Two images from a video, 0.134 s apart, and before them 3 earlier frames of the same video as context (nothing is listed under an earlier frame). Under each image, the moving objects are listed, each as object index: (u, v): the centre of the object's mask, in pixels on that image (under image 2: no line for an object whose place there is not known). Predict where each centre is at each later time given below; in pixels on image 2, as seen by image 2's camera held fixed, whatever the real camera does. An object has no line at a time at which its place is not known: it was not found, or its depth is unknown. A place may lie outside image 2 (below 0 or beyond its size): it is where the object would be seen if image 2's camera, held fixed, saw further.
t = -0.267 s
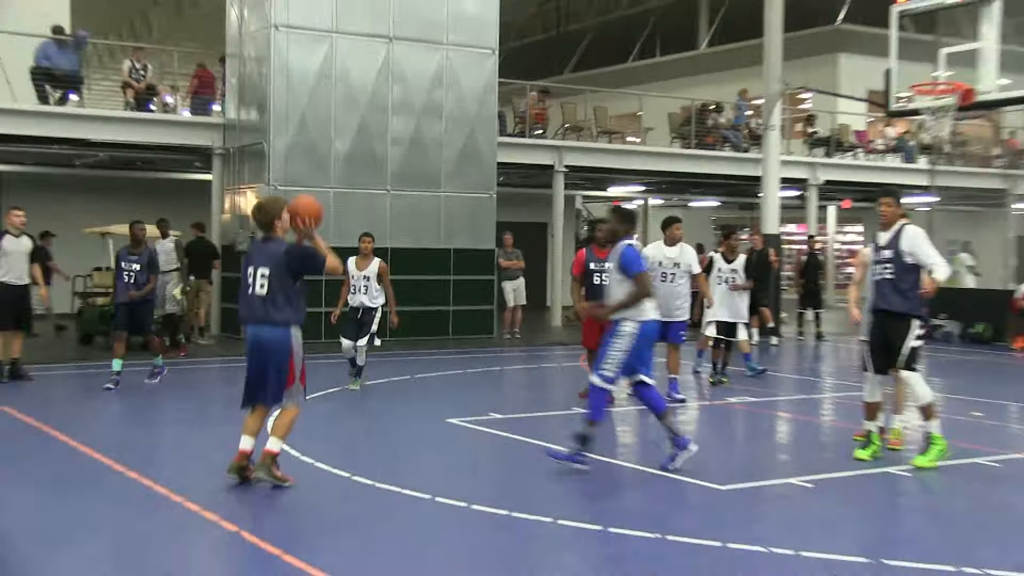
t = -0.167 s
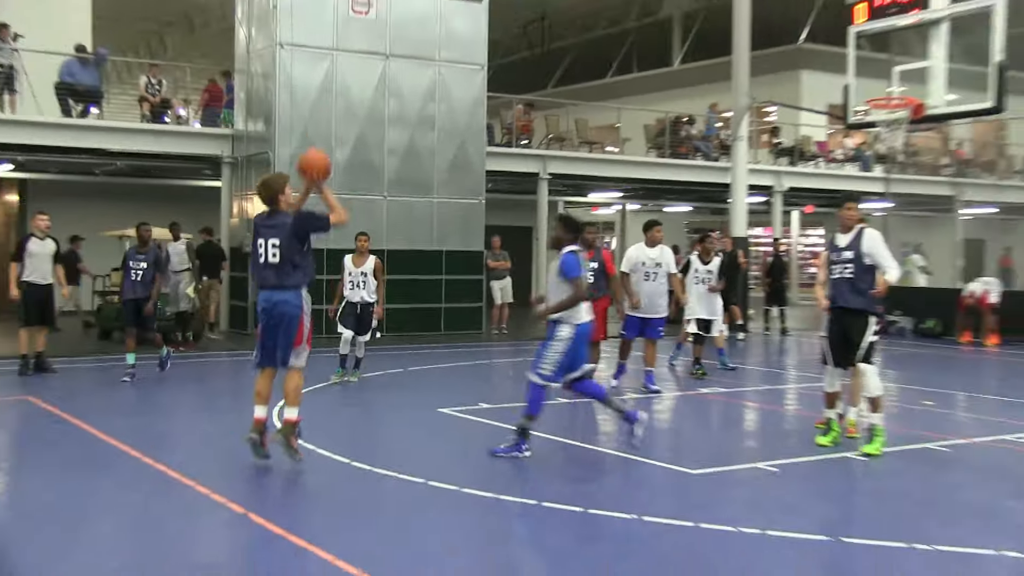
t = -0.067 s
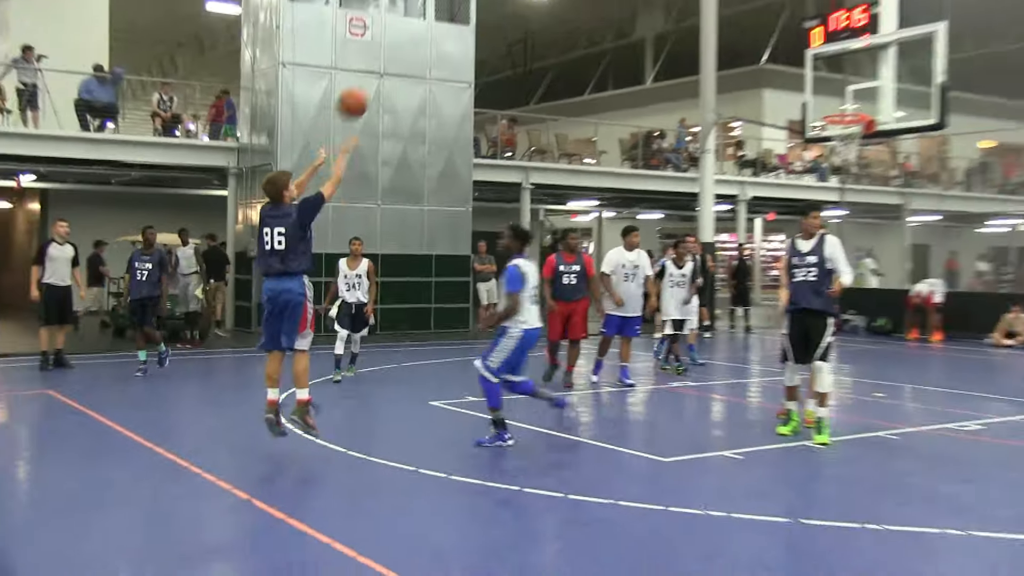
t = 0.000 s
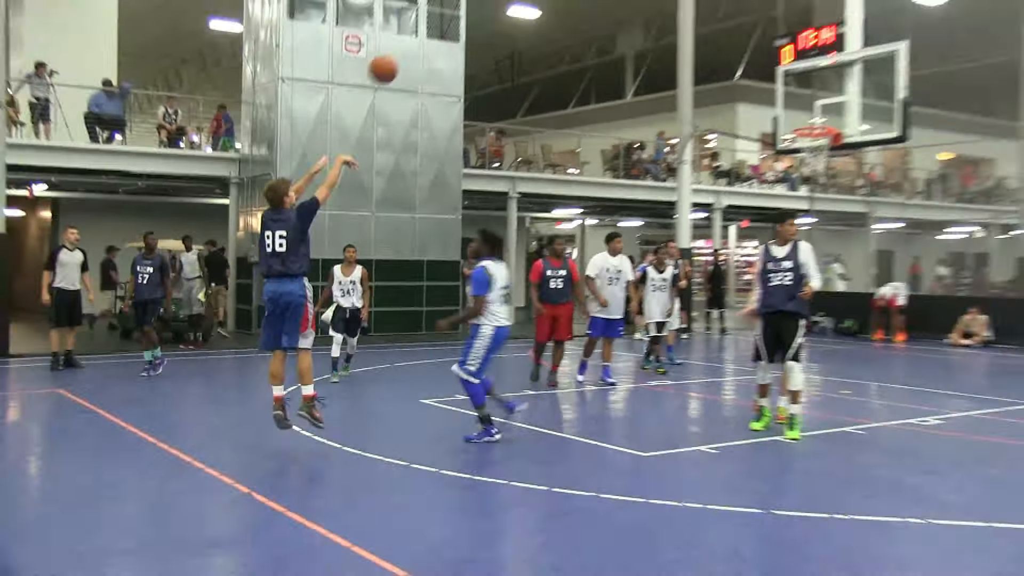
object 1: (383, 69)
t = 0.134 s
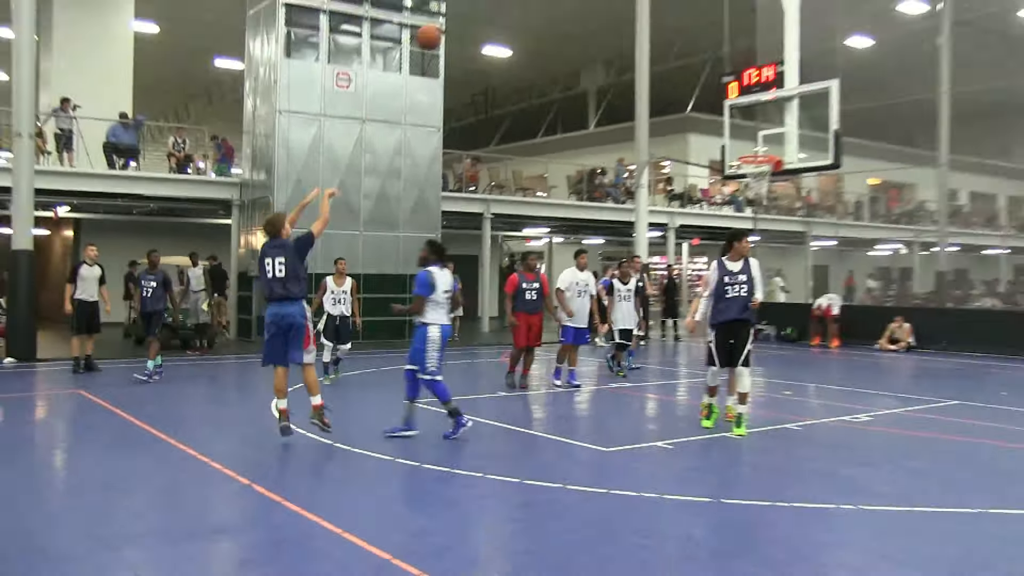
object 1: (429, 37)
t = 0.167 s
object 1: (443, 22)
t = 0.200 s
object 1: (458, 8)
